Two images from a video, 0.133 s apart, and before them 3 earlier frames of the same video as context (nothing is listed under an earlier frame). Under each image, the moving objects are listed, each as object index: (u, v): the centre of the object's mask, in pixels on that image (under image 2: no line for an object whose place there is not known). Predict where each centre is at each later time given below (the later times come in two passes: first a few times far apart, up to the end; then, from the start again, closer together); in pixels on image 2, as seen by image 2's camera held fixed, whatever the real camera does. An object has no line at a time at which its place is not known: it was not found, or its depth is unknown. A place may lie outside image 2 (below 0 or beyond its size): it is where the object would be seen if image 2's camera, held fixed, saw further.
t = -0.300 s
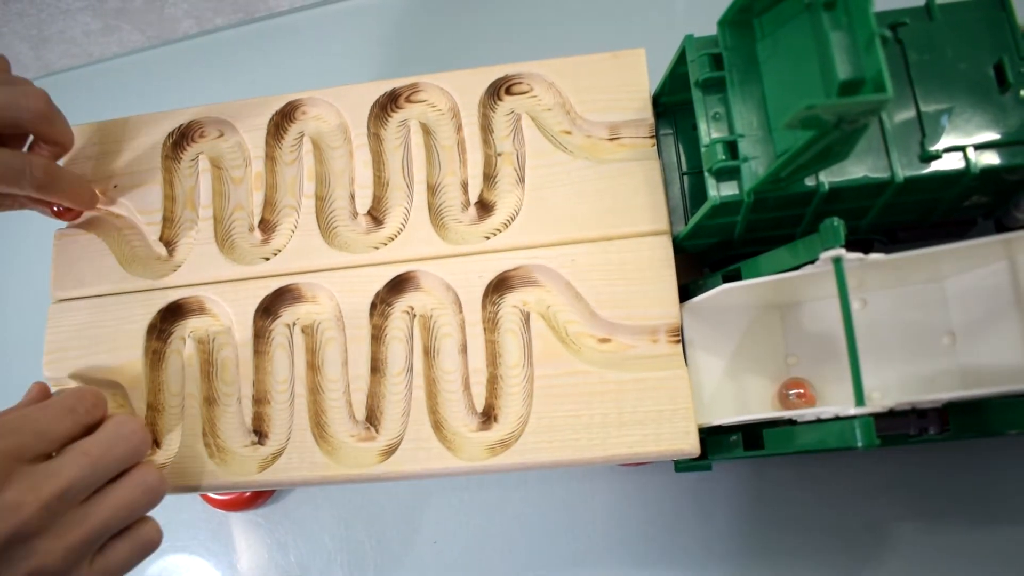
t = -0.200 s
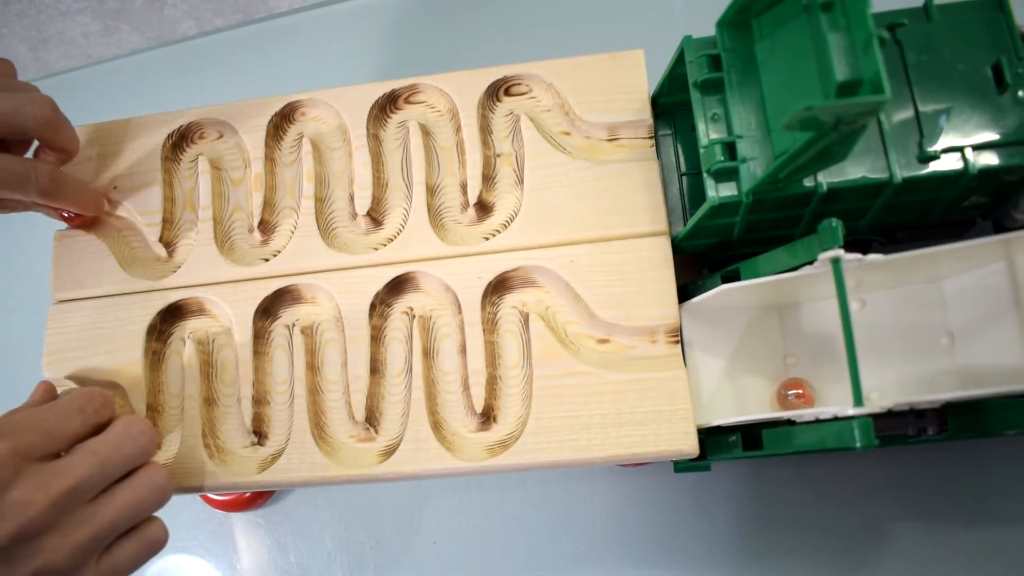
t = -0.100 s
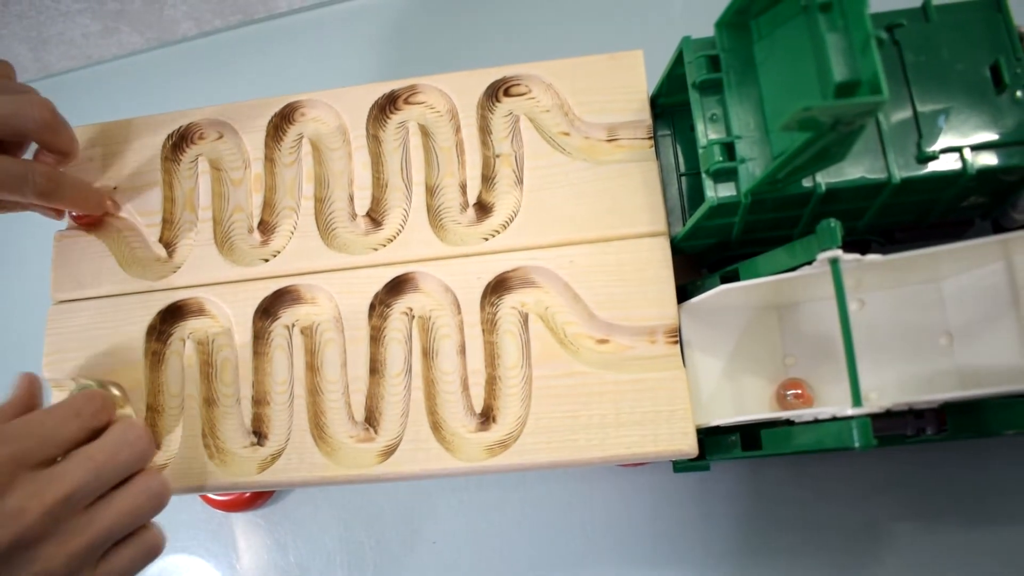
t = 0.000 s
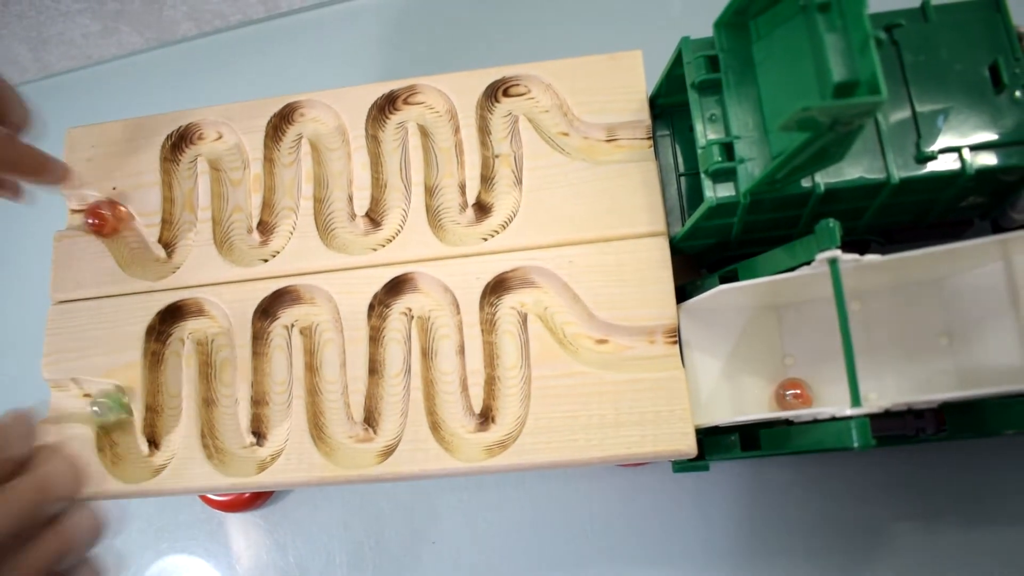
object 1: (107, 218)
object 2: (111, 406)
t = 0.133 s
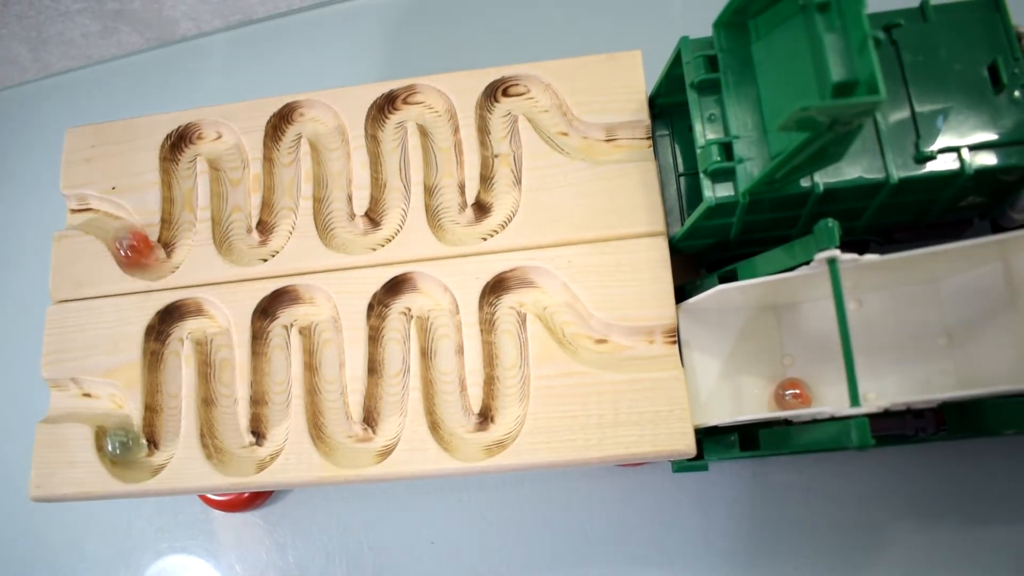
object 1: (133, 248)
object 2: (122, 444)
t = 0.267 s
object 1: (172, 249)
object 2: (149, 460)
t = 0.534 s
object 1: (179, 178)
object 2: (165, 370)
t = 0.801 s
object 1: (207, 137)
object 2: (207, 320)
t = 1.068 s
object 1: (231, 208)
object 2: (220, 401)
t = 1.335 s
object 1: (279, 215)
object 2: (265, 445)
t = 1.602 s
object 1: (283, 140)
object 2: (272, 340)
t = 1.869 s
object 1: (330, 146)
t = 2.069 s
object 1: (333, 218)
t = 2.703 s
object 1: (414, 101)
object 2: (421, 292)
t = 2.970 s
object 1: (445, 175)
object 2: (446, 375)
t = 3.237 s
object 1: (498, 210)
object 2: (486, 438)
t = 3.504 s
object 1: (499, 122)
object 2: (507, 327)
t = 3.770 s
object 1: (550, 111)
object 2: (560, 304)
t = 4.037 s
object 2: (676, 347)
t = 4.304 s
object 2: (916, 301)
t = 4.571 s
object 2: (896, 336)
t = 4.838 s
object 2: (782, 346)
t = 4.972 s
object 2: (783, 328)
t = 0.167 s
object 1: (143, 259)
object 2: (128, 459)
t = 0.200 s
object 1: (151, 262)
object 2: (132, 464)
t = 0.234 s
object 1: (164, 258)
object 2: (139, 464)
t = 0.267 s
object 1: (172, 249)
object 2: (149, 460)
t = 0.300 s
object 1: (176, 239)
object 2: (158, 450)
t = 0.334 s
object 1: (177, 229)
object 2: (163, 436)
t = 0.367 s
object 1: (180, 219)
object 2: (163, 425)
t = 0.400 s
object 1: (181, 212)
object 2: (164, 415)
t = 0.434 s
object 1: (180, 203)
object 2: (165, 406)
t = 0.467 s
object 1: (181, 195)
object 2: (165, 391)
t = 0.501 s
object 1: (180, 187)
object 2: (166, 381)
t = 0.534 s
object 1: (179, 178)
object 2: (165, 370)
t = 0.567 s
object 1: (178, 172)
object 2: (164, 360)
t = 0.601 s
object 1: (179, 167)
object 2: (165, 348)
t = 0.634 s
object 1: (179, 160)
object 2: (167, 336)
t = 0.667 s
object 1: (180, 155)
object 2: (170, 325)
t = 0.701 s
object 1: (181, 149)
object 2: (175, 319)
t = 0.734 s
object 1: (188, 142)
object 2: (187, 317)
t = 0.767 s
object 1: (195, 138)
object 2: (202, 318)
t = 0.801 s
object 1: (207, 137)
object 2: (207, 320)
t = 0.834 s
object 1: (215, 139)
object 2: (213, 329)
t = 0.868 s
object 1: (222, 143)
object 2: (215, 337)
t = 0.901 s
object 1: (227, 151)
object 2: (216, 347)
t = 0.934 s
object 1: (230, 161)
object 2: (217, 358)
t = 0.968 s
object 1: (231, 171)
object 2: (217, 369)
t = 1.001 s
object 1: (233, 184)
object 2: (220, 380)
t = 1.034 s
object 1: (232, 196)
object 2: (220, 391)
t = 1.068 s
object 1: (231, 208)
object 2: (220, 401)
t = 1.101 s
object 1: (232, 221)
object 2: (220, 412)
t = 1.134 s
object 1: (235, 238)
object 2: (221, 423)
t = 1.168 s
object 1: (240, 246)
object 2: (224, 434)
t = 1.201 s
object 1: (247, 248)
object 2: (229, 449)
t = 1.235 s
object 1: (260, 246)
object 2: (237, 457)
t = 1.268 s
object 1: (269, 239)
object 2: (244, 458)
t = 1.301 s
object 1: (277, 226)
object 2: (256, 454)
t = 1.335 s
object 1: (279, 215)
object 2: (265, 445)
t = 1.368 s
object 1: (280, 204)
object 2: (271, 431)
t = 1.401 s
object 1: (283, 194)
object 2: (272, 420)
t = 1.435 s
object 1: (283, 184)
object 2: (274, 408)
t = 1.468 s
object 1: (283, 173)
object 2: (273, 391)
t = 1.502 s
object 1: (283, 165)
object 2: (275, 380)
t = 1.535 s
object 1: (283, 157)
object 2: (274, 369)
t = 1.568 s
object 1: (283, 149)
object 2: (273, 352)
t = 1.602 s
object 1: (283, 140)
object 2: (272, 340)
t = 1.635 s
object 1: (283, 131)
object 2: (272, 329)
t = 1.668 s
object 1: (287, 121)
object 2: (271, 317)
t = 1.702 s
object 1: (298, 116)
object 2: (277, 309)
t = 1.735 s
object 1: (306, 115)
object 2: (291, 301)
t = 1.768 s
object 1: (316, 118)
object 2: (305, 302)
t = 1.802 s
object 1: (323, 124)
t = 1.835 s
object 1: (328, 133)
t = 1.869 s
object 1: (330, 146)
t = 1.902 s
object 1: (332, 156)
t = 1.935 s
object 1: (333, 168)
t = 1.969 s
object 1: (334, 182)
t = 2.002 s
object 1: (334, 194)
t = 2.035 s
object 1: (333, 204)
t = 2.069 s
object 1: (333, 218)
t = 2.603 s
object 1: (390, 116)
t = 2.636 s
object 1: (393, 106)
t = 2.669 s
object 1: (404, 103)
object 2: (410, 291)
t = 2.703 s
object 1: (414, 101)
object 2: (421, 292)
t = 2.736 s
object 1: (426, 103)
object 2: (434, 301)
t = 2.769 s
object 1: (436, 112)
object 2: (439, 308)
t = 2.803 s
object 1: (439, 119)
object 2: (443, 320)
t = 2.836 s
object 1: (441, 128)
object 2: (443, 329)
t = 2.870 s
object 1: (443, 140)
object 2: (445, 340)
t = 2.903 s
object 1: (445, 152)
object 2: (445, 354)
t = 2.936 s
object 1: (445, 164)
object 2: (445, 366)
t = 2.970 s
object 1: (445, 175)
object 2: (446, 375)
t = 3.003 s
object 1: (446, 186)
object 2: (447, 385)
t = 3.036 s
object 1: (447, 198)
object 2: (448, 396)
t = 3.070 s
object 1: (448, 208)
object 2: (447, 407)
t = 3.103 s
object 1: (450, 222)
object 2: (450, 418)
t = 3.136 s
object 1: (460, 228)
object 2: (455, 429)
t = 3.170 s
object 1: (473, 226)
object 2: (462, 438)
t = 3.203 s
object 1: (484, 220)
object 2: (473, 441)
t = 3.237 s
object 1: (498, 210)
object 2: (486, 438)
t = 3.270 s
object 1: (502, 199)
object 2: (497, 430)
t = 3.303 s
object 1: (503, 188)
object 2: (505, 415)
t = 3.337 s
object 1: (503, 175)
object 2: (508, 402)
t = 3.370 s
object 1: (503, 162)
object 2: (510, 387)
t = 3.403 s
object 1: (504, 150)
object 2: (511, 371)
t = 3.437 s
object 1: (502, 142)
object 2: (509, 358)
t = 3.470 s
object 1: (501, 132)
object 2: (508, 341)
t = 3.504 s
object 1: (499, 122)
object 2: (507, 327)
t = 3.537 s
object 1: (499, 114)
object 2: (505, 314)
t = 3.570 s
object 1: (500, 102)
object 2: (504, 299)
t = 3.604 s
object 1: (505, 94)
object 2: (508, 292)
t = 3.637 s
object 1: (514, 93)
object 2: (518, 292)
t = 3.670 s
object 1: (525, 92)
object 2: (530, 290)
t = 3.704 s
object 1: (537, 95)
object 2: (543, 289)
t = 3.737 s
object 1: (543, 102)
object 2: (551, 296)
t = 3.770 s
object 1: (550, 111)
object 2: (560, 304)
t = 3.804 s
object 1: (557, 120)
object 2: (569, 315)
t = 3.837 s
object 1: (564, 132)
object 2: (577, 325)
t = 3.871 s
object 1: (578, 140)
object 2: (586, 337)
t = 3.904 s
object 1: (596, 143)
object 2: (598, 347)
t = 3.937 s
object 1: (612, 144)
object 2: (615, 352)
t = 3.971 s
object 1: (632, 141)
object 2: (634, 352)
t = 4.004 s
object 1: (651, 139)
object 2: (653, 352)
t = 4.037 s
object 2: (676, 347)
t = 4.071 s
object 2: (697, 344)
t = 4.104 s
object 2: (731, 343)
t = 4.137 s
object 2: (768, 344)
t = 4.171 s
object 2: (809, 329)
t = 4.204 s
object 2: (857, 315)
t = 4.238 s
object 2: (872, 308)
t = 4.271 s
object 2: (894, 304)
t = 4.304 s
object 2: (916, 301)
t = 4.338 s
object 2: (924, 300)
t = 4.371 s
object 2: (931, 301)
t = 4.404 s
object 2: (935, 303)
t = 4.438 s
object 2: (936, 305)
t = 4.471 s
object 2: (933, 310)
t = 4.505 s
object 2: (928, 317)
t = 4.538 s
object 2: (918, 324)
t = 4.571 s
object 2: (896, 336)
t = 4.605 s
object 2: (880, 345)
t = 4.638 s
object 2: (861, 356)
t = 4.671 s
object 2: (823, 370)
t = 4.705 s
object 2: (816, 367)
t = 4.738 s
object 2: (808, 361)
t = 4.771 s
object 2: (800, 357)
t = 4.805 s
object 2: (790, 352)
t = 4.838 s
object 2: (782, 346)
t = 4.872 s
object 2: (784, 340)
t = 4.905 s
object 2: (787, 334)
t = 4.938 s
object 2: (786, 331)
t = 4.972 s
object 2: (783, 328)
